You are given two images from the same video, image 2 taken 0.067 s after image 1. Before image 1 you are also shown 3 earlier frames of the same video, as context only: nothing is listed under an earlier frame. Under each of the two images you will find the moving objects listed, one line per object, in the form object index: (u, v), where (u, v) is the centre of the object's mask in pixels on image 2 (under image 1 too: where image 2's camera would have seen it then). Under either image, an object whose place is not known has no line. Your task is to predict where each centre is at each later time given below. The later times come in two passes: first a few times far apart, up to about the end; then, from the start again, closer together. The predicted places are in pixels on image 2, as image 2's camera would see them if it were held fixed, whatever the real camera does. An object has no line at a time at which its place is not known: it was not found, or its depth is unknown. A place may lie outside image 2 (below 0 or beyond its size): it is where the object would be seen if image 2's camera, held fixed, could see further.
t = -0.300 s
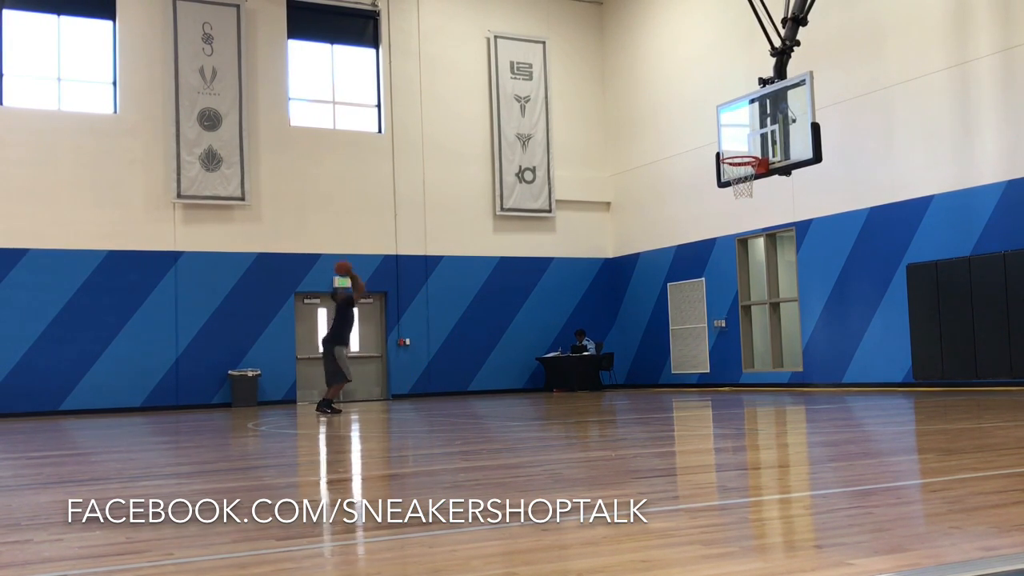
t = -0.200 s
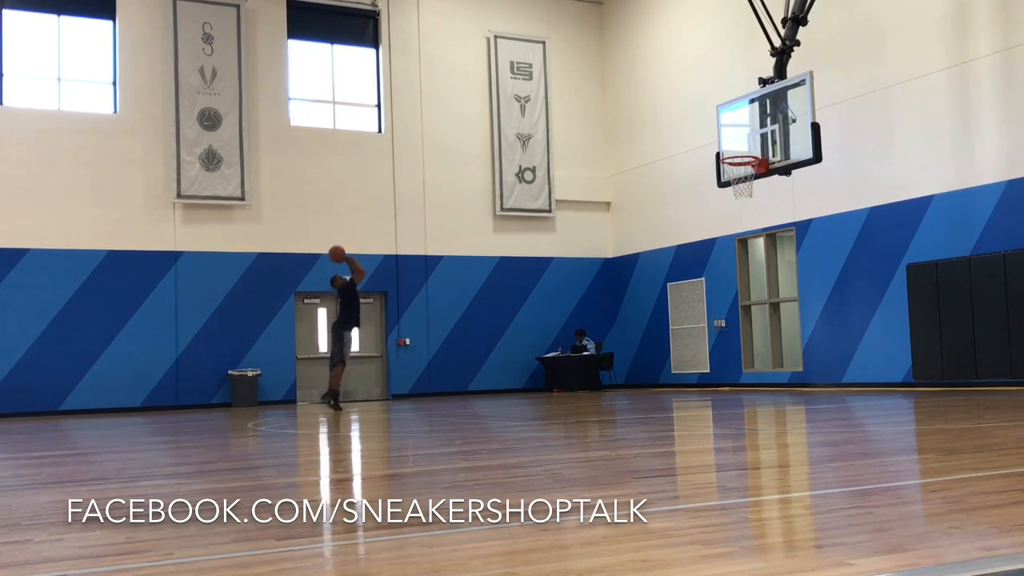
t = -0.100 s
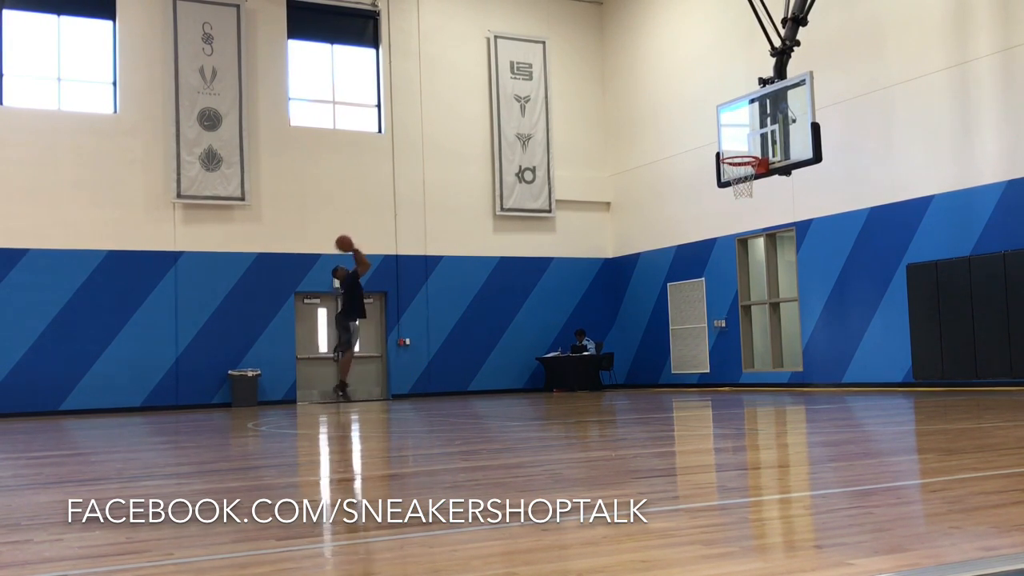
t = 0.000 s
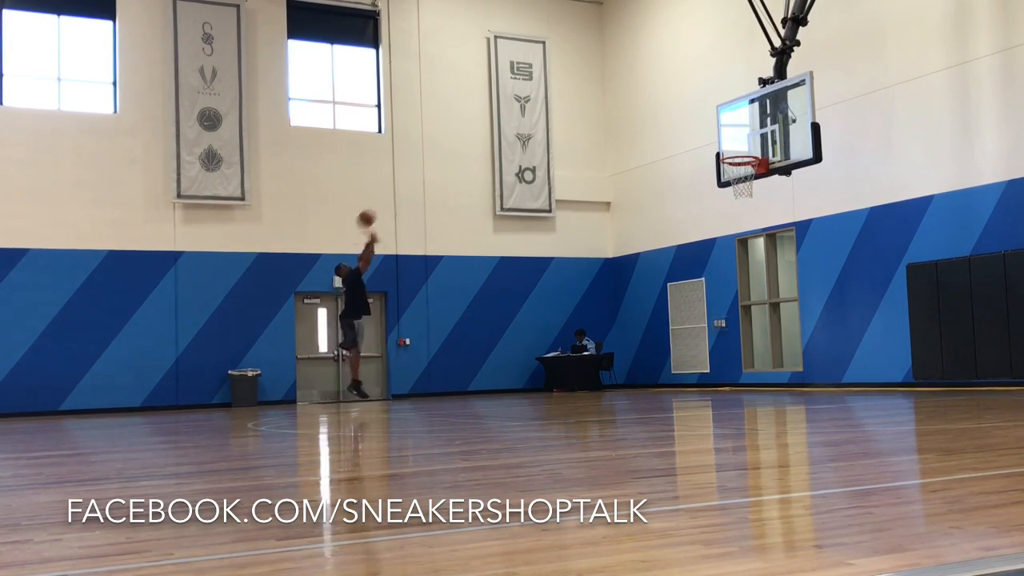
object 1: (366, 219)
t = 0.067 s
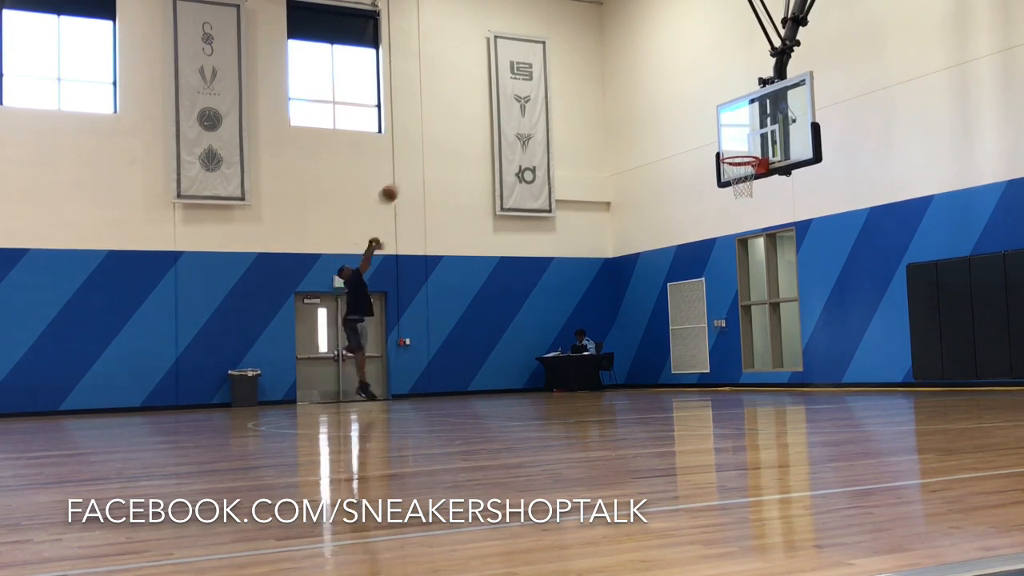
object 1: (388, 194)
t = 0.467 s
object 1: (529, 108)
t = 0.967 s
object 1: (721, 153)
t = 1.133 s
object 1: (750, 130)
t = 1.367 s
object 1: (757, 124)
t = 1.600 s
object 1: (748, 158)
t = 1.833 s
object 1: (742, 238)
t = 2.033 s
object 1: (735, 346)
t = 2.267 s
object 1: (733, 331)
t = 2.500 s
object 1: (730, 268)
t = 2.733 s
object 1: (730, 250)
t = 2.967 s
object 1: (732, 280)
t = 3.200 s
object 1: (737, 361)
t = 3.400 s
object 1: (738, 358)
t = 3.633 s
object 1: (736, 314)
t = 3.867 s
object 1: (736, 320)
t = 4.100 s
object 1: (739, 381)
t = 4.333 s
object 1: (739, 359)
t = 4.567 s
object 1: (740, 348)
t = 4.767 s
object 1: (744, 383)
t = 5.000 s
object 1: (747, 373)
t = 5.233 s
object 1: (750, 377)
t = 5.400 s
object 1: (754, 398)
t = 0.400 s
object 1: (505, 115)
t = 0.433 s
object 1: (517, 111)
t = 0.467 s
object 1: (529, 108)
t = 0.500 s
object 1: (541, 105)
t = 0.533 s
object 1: (554, 103)
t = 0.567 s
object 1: (566, 102)
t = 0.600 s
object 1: (578, 102)
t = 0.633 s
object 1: (590, 103)
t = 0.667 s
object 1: (603, 104)
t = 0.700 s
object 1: (615, 107)
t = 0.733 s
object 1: (628, 110)
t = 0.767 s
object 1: (642, 114)
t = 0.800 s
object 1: (655, 118)
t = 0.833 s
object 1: (668, 124)
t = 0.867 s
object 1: (681, 130)
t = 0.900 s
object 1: (695, 138)
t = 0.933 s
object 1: (708, 145)
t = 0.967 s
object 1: (721, 153)
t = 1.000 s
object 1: (727, 148)
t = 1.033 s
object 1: (733, 142)
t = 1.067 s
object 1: (739, 137)
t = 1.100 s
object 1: (745, 133)
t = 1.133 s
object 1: (750, 130)
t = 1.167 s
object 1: (756, 127)
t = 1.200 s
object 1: (762, 125)
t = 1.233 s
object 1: (763, 124)
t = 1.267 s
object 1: (762, 123)
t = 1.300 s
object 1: (760, 123)
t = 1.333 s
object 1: (759, 123)
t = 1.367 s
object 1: (757, 124)
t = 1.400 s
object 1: (756, 126)
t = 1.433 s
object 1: (754, 129)
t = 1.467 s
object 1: (753, 133)
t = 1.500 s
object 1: (752, 138)
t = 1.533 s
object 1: (750, 144)
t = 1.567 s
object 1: (750, 150)
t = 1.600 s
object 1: (748, 158)
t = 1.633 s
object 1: (747, 167)
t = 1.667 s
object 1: (746, 176)
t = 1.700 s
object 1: (745, 186)
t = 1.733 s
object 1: (744, 198)
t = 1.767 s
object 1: (743, 210)
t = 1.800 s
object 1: (742, 223)
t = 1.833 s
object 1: (742, 238)
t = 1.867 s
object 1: (741, 253)
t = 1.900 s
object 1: (740, 269)
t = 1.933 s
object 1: (739, 288)
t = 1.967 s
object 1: (738, 306)
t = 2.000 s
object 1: (737, 325)
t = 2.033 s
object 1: (735, 346)
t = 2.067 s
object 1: (736, 366)
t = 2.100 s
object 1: (735, 387)
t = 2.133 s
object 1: (735, 388)
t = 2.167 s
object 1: (734, 372)
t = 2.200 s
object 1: (733, 358)
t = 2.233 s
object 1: (732, 344)
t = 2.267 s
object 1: (733, 331)
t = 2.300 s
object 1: (732, 319)
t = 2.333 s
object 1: (732, 309)
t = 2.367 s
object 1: (731, 299)
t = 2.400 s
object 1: (731, 290)
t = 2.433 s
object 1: (731, 282)
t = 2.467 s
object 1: (730, 274)
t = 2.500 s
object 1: (730, 268)
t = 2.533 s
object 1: (730, 263)
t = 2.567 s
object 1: (729, 258)
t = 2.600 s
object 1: (730, 254)
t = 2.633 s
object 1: (730, 252)
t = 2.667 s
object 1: (730, 251)
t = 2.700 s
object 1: (730, 250)
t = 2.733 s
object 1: (730, 250)
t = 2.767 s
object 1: (730, 251)
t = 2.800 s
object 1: (731, 253)
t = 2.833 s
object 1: (731, 257)
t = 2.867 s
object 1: (731, 261)
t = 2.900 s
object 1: (731, 266)
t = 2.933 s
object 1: (732, 272)
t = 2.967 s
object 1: (732, 280)
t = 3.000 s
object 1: (733, 288)
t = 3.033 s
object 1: (733, 297)
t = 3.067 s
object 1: (733, 308)
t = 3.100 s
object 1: (735, 319)
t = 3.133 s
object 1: (735, 332)
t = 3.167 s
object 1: (736, 346)
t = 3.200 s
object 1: (737, 361)
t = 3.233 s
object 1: (739, 376)
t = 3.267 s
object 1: (740, 395)
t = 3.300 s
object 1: (740, 392)
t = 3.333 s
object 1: (739, 380)
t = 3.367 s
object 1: (739, 369)
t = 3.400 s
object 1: (738, 358)
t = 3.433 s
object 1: (737, 349)
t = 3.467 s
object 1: (737, 341)
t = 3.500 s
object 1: (737, 333)
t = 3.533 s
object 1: (736, 327)
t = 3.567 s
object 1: (736, 321)
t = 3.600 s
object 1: (736, 317)
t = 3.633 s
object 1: (736, 314)
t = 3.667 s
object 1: (736, 312)
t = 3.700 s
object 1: (736, 311)
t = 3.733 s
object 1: (736, 311)
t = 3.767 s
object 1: (736, 312)
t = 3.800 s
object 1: (736, 313)
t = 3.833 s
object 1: (736, 317)
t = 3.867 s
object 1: (736, 320)
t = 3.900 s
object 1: (736, 326)
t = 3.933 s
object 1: (736, 332)
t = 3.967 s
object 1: (736, 340)
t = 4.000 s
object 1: (737, 349)
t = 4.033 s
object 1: (737, 358)
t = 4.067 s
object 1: (738, 369)
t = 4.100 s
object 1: (739, 381)
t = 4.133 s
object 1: (740, 394)
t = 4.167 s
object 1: (740, 399)
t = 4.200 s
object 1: (739, 389)
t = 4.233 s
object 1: (739, 379)
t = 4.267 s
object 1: (739, 371)
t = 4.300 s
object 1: (739, 364)
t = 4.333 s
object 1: (739, 359)
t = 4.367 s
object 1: (739, 354)
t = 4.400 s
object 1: (739, 351)
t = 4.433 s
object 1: (739, 348)
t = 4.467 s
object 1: (739, 347)
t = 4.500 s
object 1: (739, 346)
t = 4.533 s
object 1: (740, 347)
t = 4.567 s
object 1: (740, 348)
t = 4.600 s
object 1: (741, 351)
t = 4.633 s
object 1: (742, 355)
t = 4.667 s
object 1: (742, 360)
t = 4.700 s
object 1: (743, 366)
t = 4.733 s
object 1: (743, 374)
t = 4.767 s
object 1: (744, 383)
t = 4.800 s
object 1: (745, 392)
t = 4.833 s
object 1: (746, 403)
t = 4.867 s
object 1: (746, 396)
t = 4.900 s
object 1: (746, 389)
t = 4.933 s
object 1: (746, 383)
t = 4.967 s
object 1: (747, 377)
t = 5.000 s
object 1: (747, 373)
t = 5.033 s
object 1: (747, 370)
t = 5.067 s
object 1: (748, 368)
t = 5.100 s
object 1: (748, 368)
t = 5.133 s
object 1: (748, 368)
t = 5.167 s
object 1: (749, 370)
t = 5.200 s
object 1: (750, 373)
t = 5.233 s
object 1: (750, 377)
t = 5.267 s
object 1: (751, 382)
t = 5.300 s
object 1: (752, 389)
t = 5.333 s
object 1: (753, 396)
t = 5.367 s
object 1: (754, 403)
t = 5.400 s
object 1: (754, 398)
